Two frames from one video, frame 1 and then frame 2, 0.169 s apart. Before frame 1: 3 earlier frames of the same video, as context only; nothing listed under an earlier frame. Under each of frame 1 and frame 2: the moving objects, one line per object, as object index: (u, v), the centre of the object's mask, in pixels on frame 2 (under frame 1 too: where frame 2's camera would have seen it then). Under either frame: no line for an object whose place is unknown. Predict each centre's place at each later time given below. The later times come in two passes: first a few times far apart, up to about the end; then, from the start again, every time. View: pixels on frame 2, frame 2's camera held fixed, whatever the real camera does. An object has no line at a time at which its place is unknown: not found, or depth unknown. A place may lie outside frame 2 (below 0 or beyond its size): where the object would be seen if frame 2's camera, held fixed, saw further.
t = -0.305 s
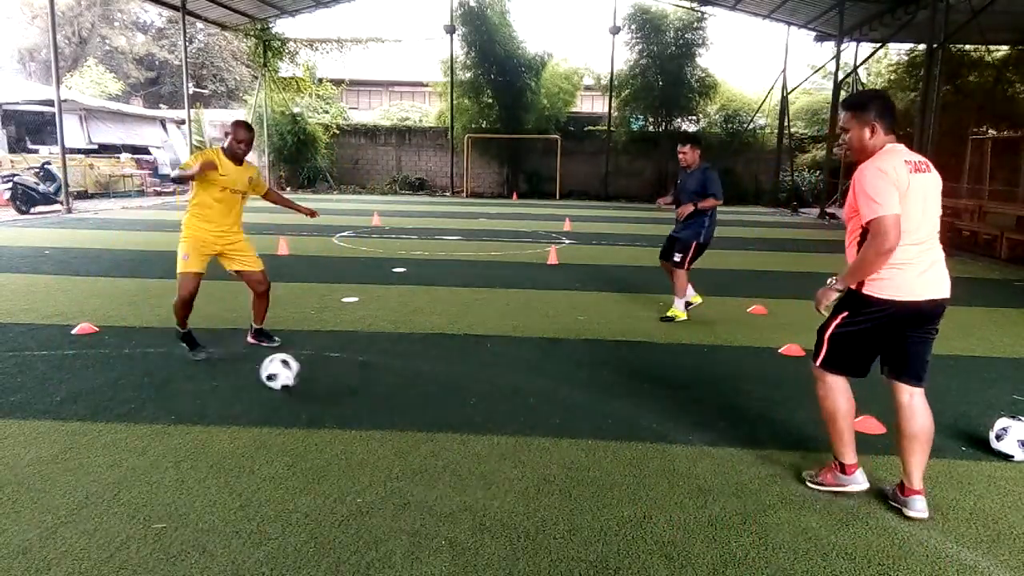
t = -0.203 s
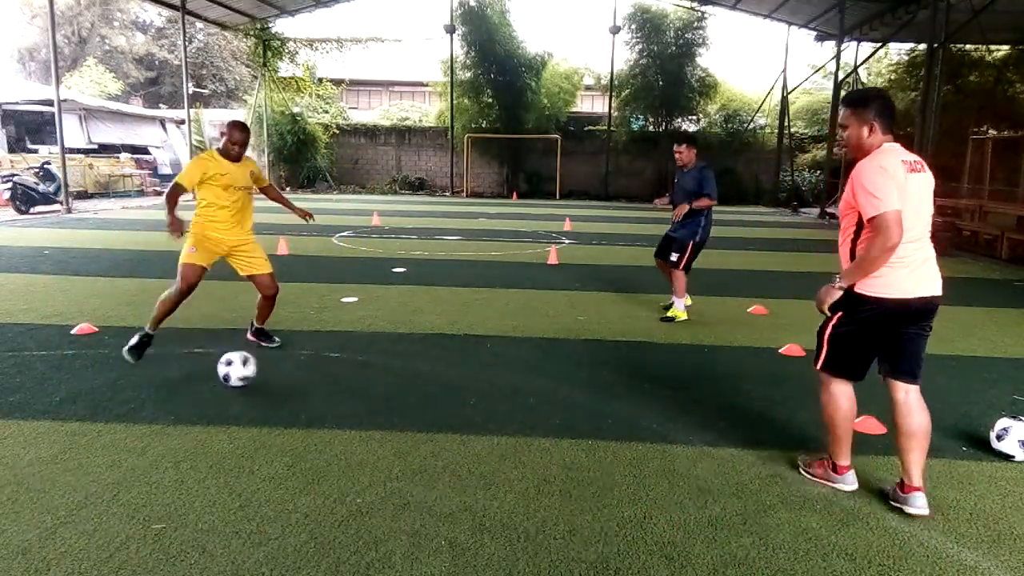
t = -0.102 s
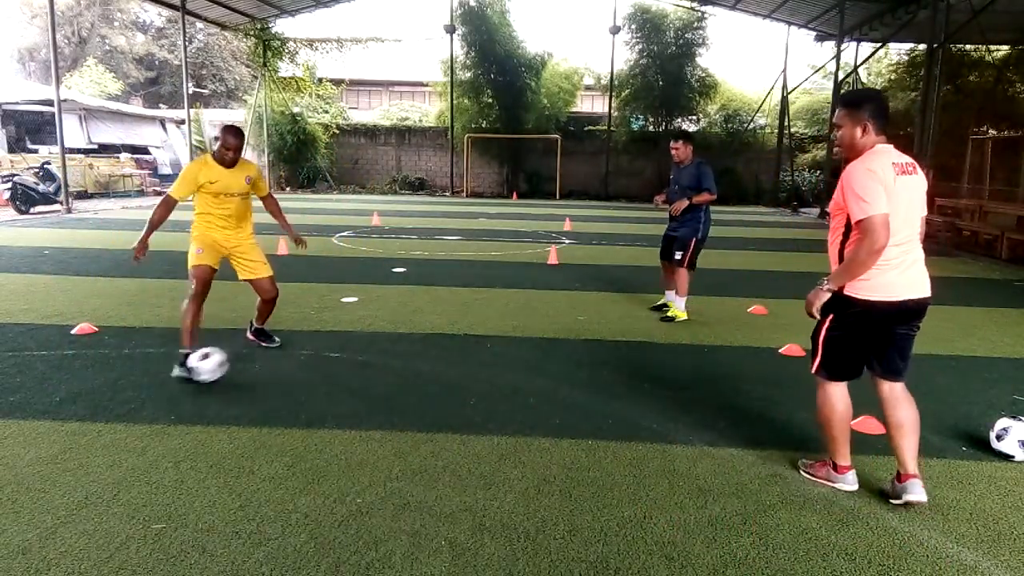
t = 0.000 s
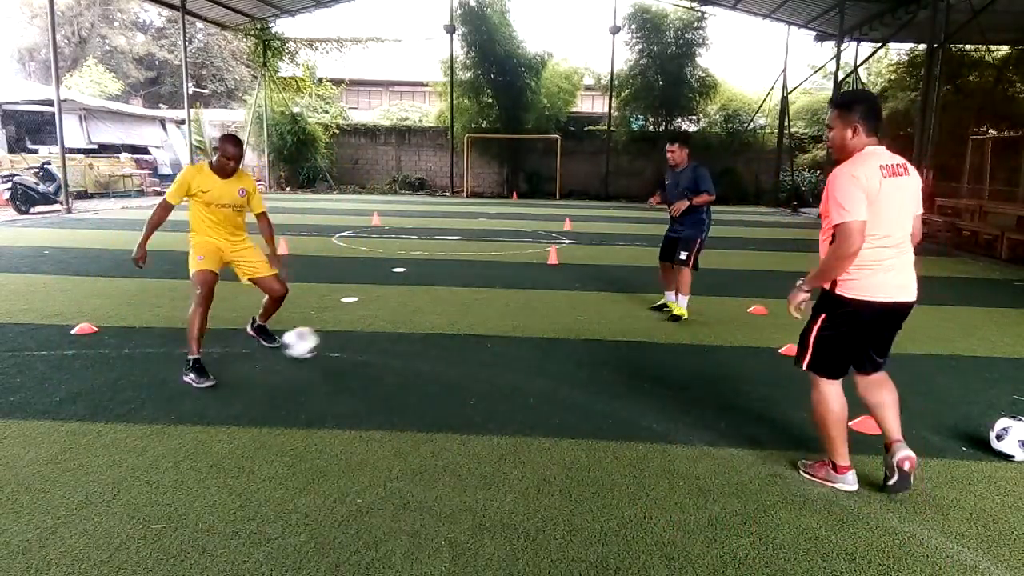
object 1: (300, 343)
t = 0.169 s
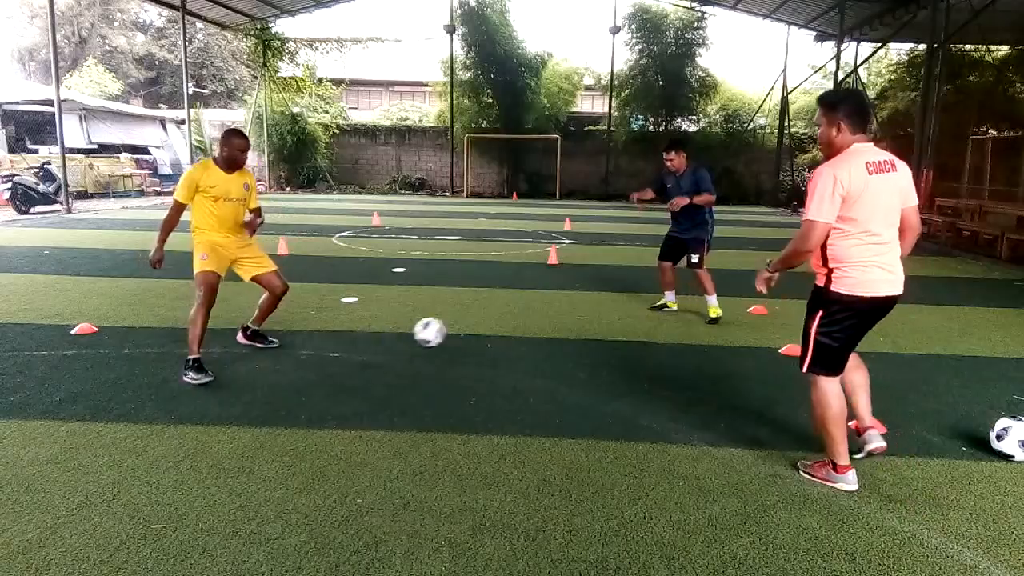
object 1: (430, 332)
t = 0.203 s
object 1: (449, 328)
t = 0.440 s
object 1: (562, 315)
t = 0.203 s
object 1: (449, 328)
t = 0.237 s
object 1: (468, 325)
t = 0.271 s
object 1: (487, 324)
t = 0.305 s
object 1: (505, 324)
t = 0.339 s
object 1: (521, 322)
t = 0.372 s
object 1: (535, 318)
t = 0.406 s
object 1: (549, 317)
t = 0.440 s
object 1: (562, 315)
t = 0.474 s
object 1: (575, 312)
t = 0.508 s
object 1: (587, 311)
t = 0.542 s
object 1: (598, 310)
